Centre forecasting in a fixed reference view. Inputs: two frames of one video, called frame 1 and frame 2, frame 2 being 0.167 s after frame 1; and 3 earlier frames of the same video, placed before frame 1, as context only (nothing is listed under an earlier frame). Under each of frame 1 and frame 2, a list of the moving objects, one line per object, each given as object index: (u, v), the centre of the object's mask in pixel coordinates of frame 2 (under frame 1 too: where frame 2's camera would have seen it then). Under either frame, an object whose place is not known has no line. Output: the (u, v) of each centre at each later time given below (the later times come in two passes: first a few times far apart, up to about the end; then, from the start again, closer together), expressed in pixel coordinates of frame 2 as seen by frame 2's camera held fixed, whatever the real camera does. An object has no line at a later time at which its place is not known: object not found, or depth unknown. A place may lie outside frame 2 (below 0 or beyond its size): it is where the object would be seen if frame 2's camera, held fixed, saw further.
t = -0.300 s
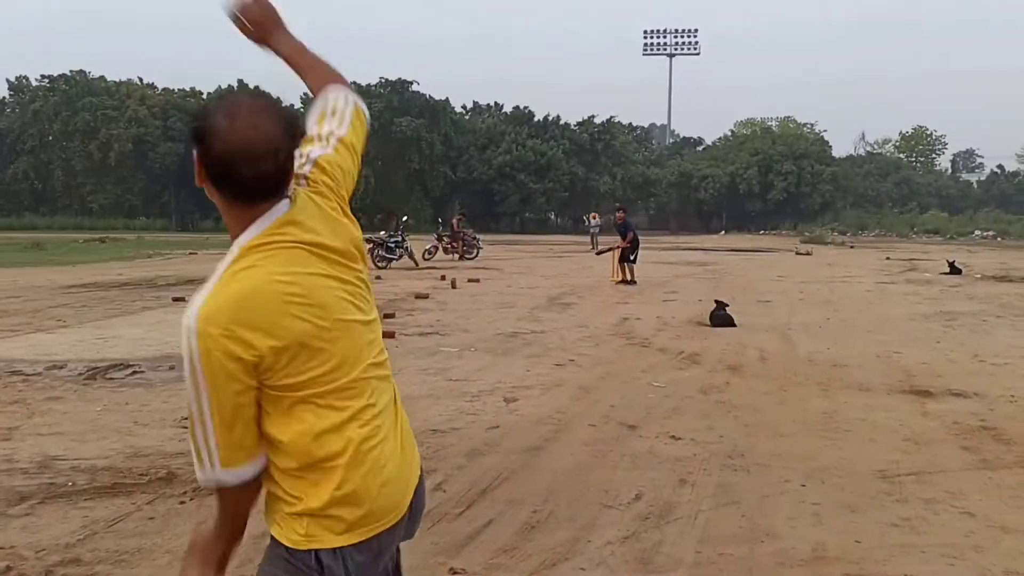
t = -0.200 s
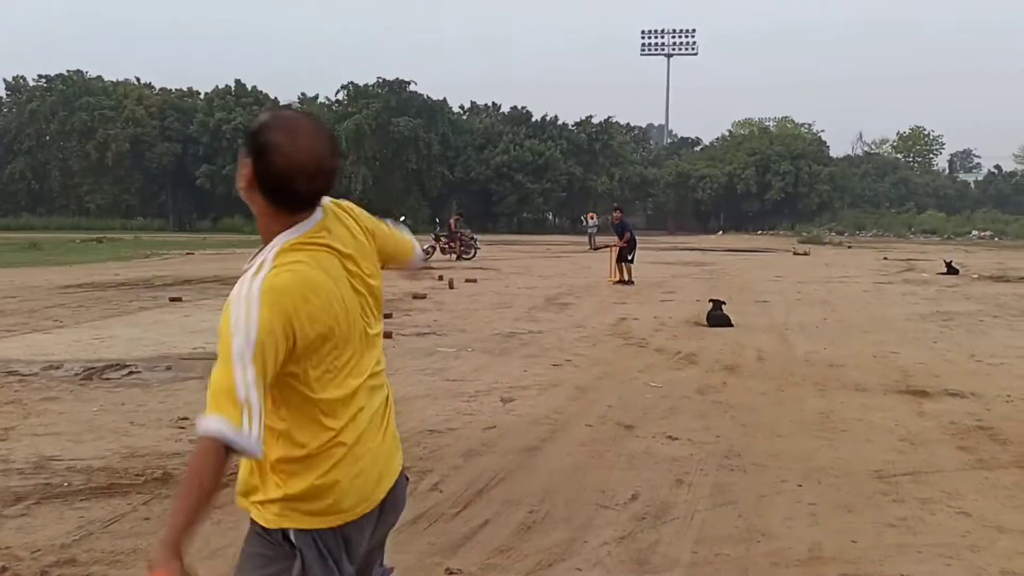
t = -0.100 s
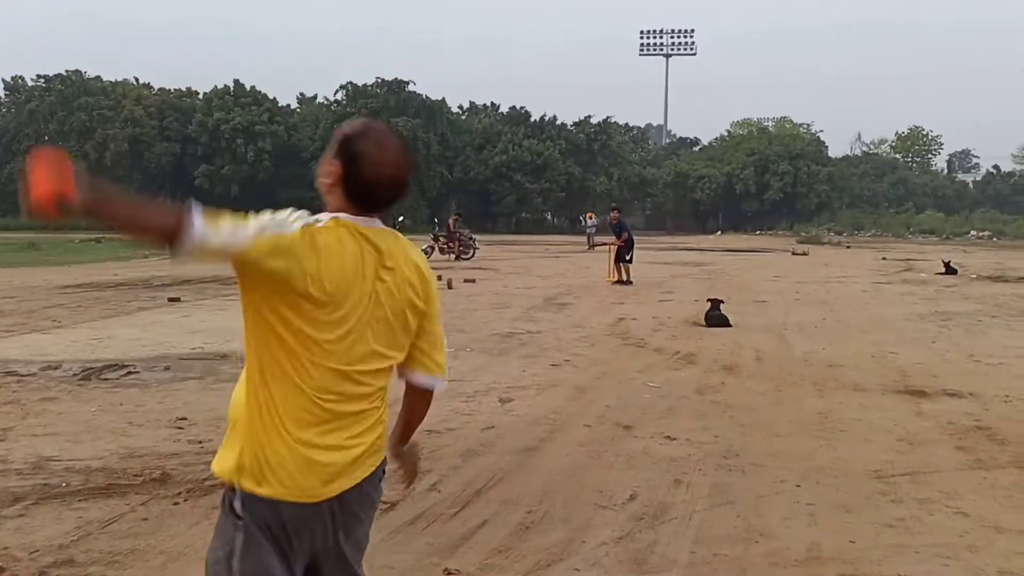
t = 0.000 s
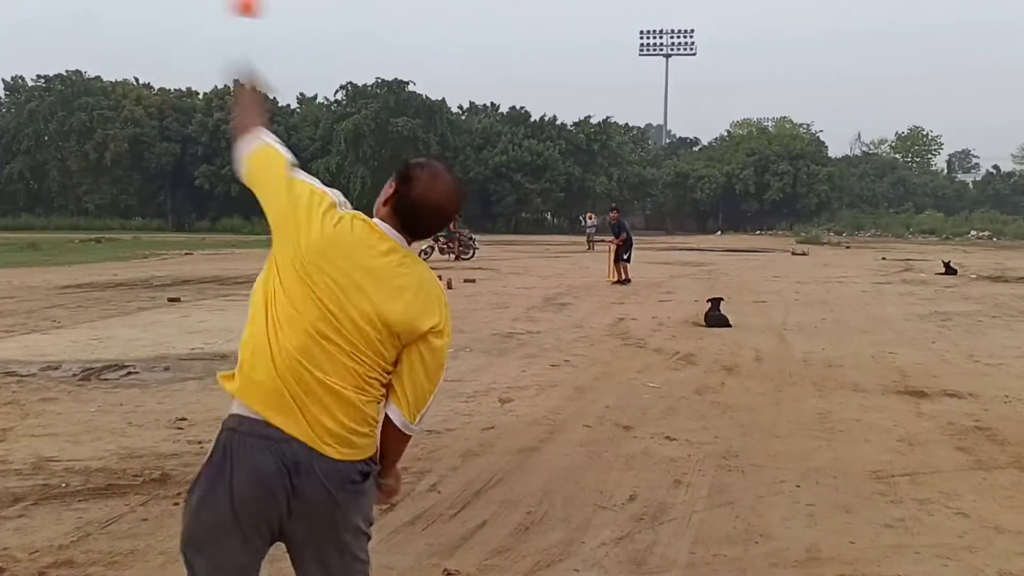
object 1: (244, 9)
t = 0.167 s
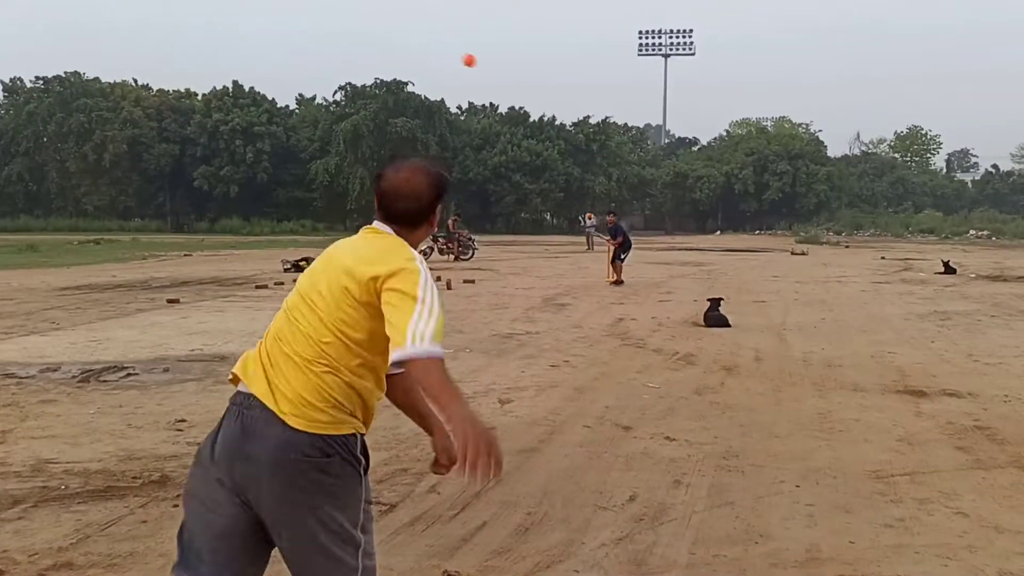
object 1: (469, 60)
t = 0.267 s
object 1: (521, 90)
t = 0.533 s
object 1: (588, 167)
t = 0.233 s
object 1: (507, 80)
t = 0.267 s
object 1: (521, 90)
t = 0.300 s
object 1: (533, 99)
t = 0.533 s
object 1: (588, 167)
